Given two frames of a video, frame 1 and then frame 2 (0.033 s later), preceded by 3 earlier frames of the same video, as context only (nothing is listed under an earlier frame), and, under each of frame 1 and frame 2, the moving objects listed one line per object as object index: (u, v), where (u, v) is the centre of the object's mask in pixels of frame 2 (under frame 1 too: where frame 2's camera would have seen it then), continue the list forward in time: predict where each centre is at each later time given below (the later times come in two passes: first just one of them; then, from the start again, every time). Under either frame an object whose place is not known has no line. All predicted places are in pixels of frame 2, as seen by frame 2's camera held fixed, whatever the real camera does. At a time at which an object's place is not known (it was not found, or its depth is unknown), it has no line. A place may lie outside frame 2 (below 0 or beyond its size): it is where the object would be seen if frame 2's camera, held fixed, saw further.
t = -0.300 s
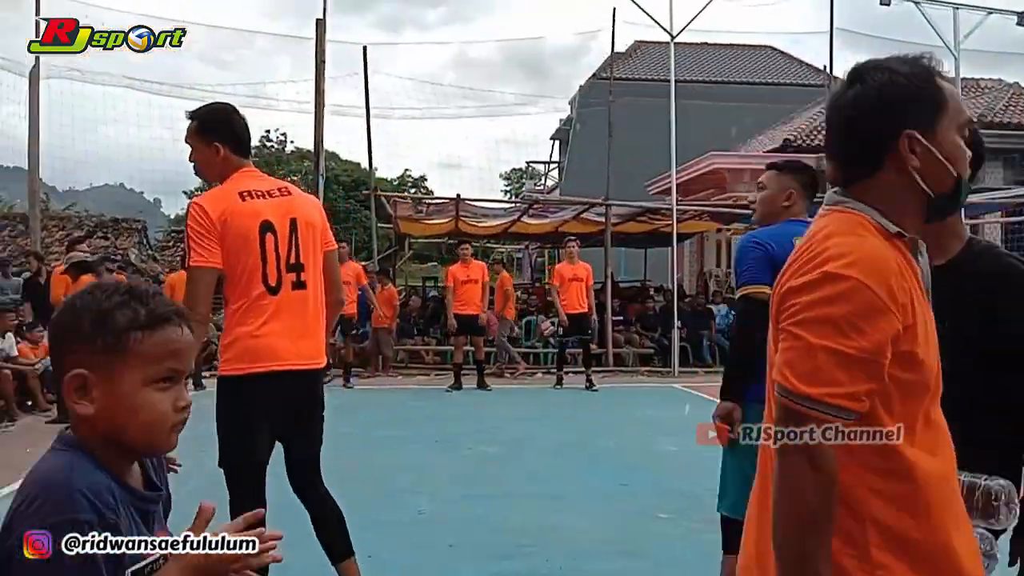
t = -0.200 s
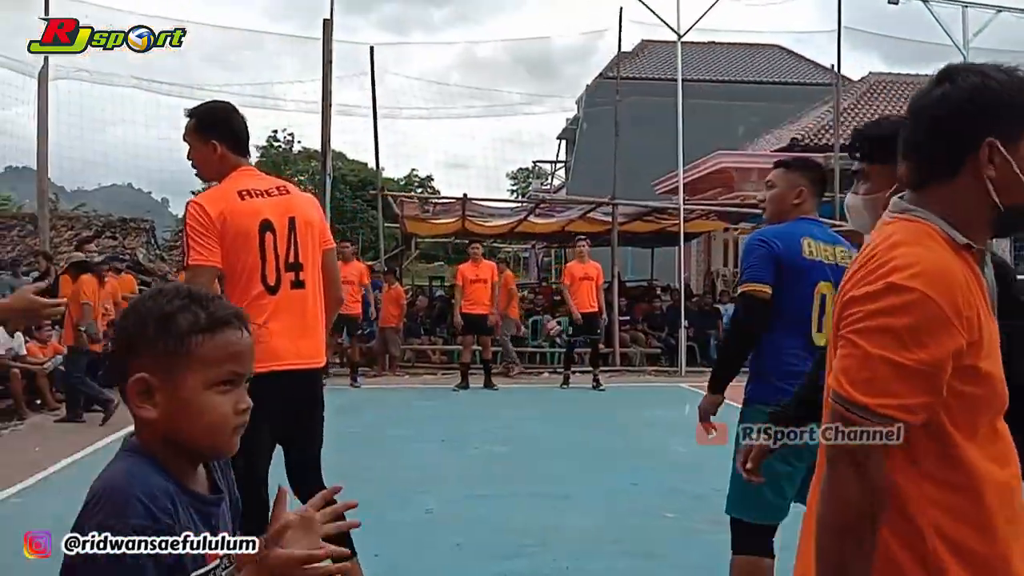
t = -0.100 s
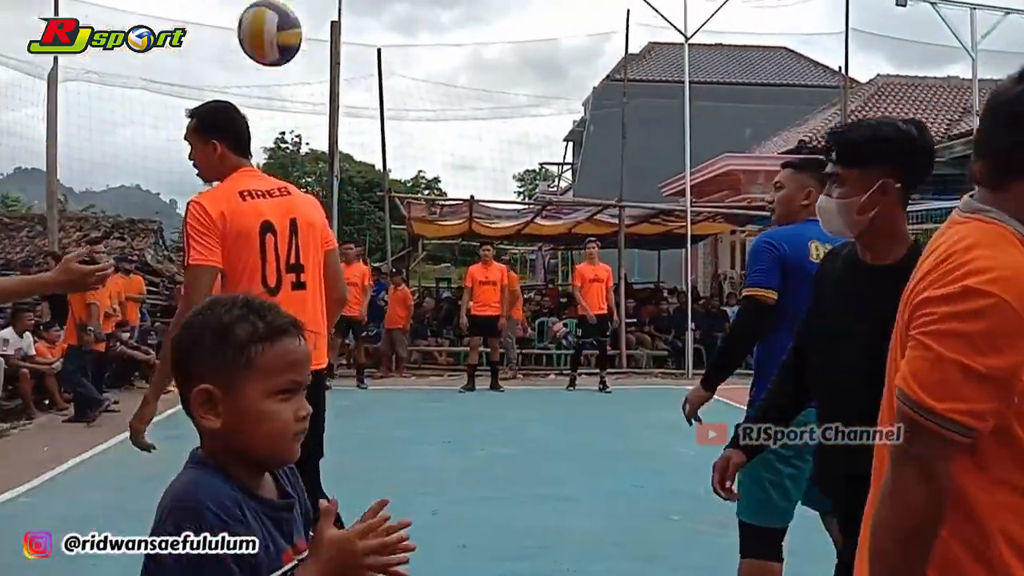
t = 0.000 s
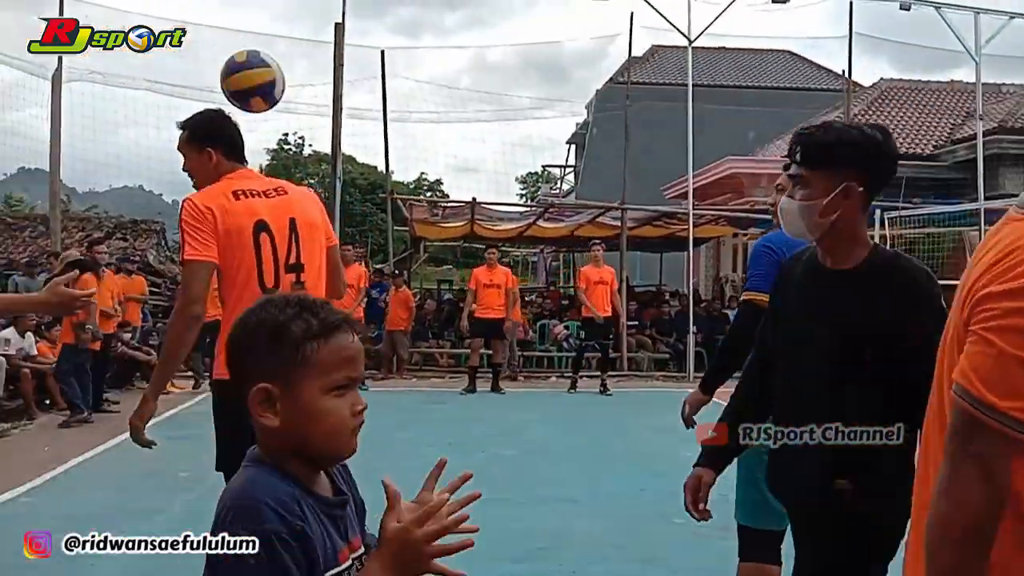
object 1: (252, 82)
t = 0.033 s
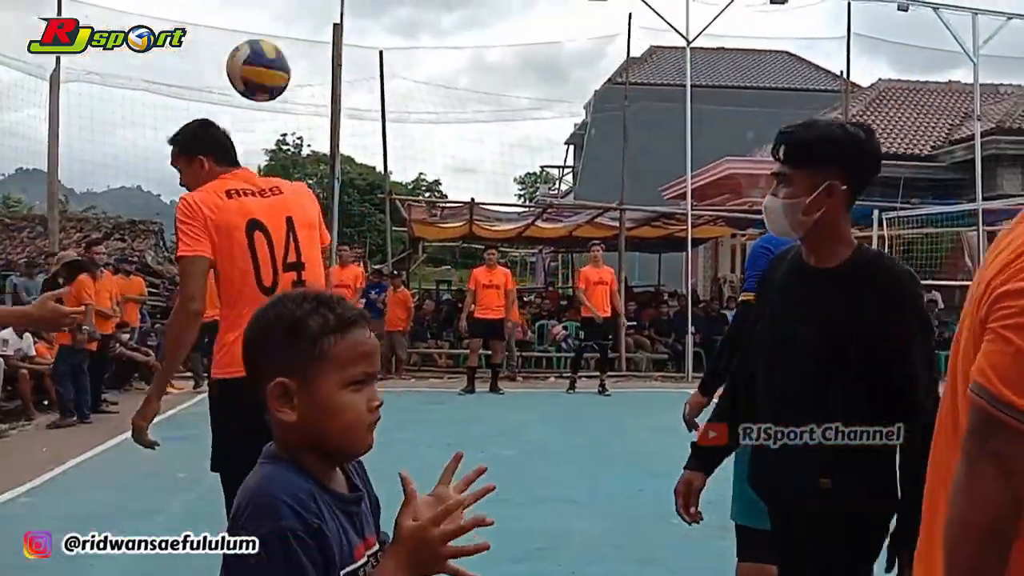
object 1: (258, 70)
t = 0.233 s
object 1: (295, 66)
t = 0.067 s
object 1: (265, 62)
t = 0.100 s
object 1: (272, 57)
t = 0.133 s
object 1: (278, 56)
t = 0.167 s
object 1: (284, 57)
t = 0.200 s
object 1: (290, 60)
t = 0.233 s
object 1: (295, 66)
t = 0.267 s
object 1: (300, 75)
